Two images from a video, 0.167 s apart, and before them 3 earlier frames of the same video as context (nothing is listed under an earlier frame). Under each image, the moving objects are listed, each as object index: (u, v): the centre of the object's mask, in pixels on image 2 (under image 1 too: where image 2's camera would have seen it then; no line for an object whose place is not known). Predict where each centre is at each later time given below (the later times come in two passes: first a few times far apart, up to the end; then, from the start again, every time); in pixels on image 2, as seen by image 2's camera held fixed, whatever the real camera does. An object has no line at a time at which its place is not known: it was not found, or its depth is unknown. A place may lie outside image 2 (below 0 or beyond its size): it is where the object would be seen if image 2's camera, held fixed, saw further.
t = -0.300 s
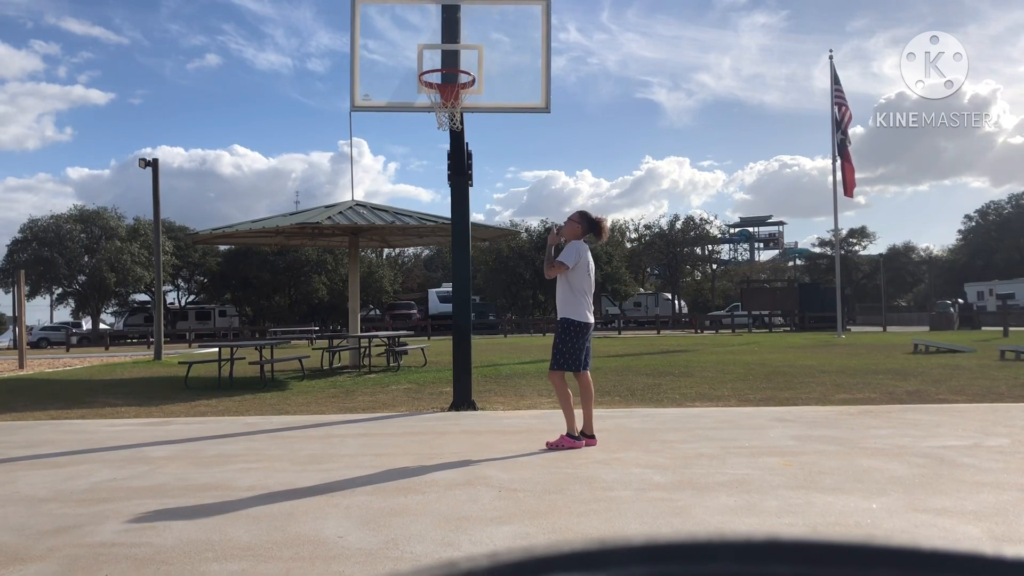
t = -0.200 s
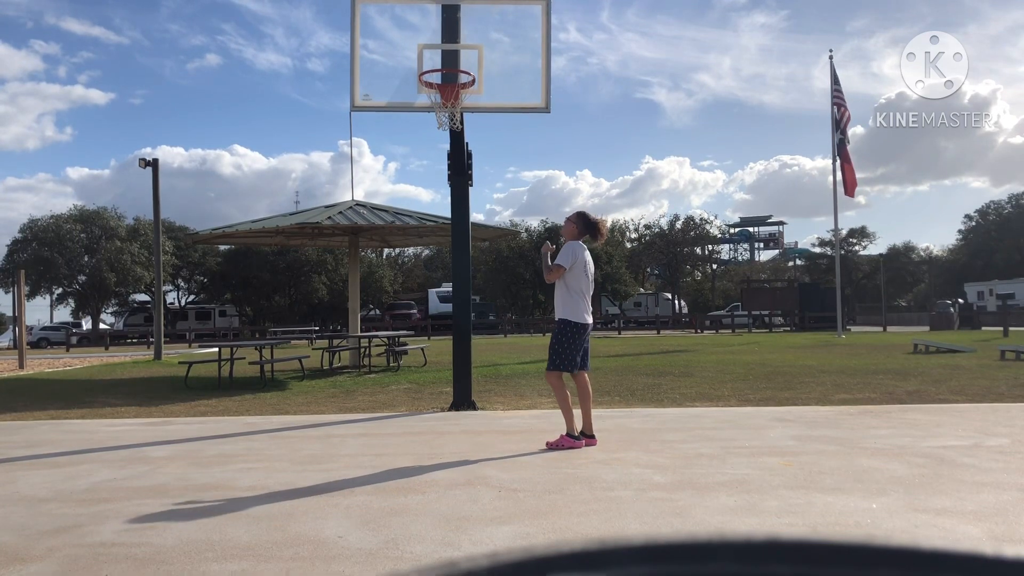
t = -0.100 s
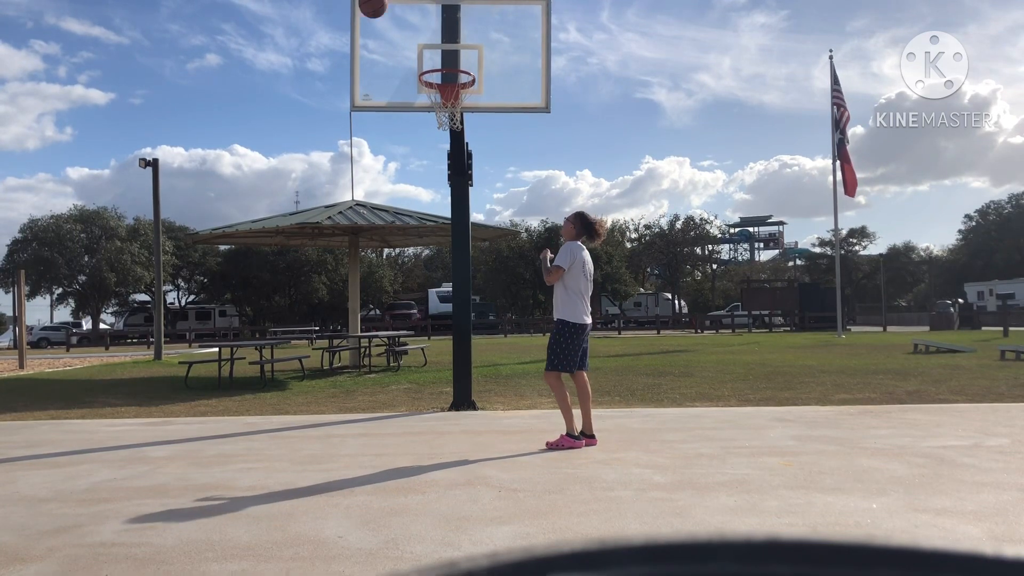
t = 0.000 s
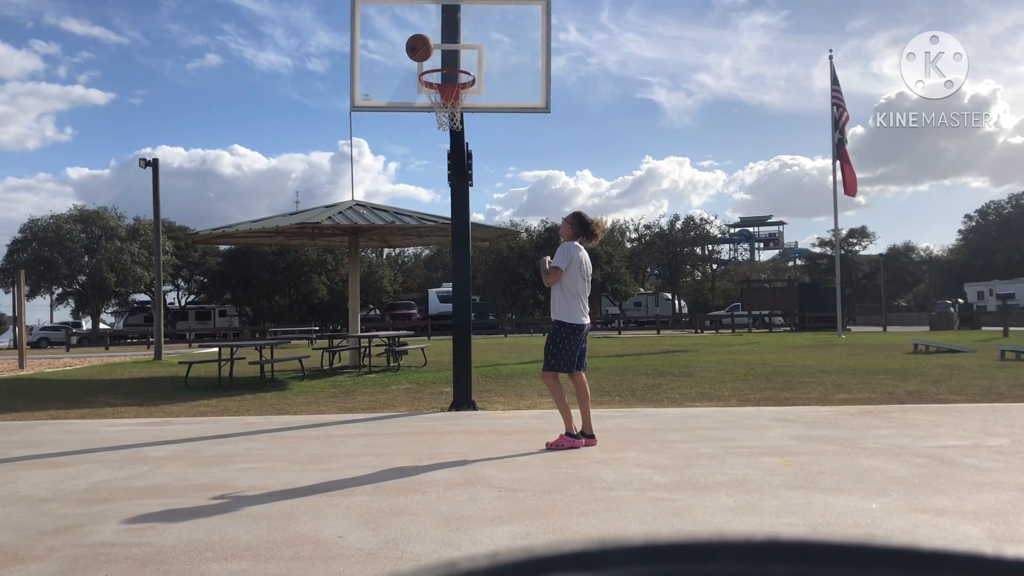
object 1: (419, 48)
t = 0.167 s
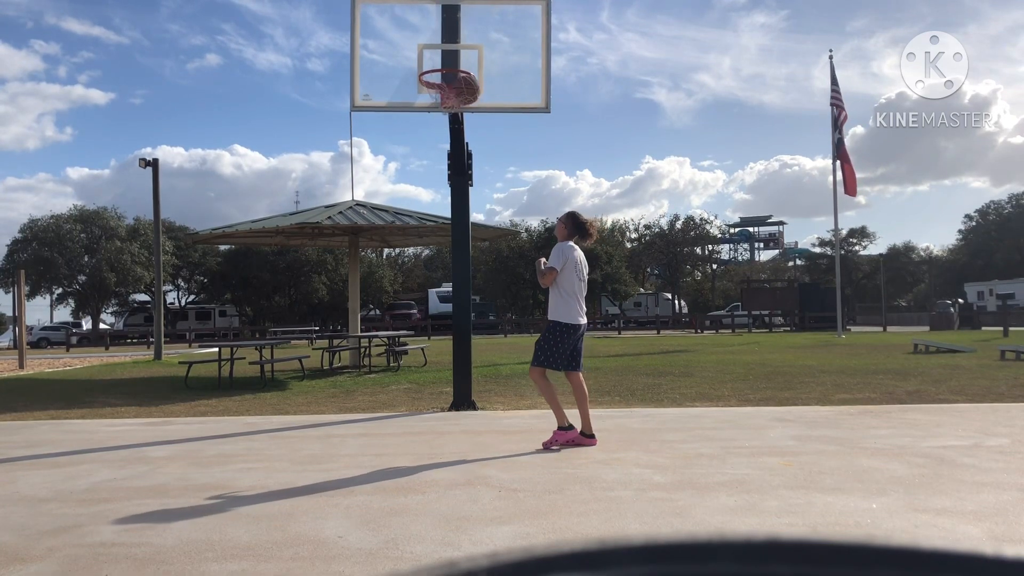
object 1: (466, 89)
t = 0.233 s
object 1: (462, 86)
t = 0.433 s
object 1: (441, 109)
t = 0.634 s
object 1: (433, 158)
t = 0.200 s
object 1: (464, 84)
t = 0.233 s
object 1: (462, 86)
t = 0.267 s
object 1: (461, 83)
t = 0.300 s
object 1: (459, 86)
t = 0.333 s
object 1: (453, 93)
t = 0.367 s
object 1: (447, 99)
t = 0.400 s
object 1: (445, 103)
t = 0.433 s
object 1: (441, 109)
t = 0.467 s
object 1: (436, 113)
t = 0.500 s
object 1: (437, 121)
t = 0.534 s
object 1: (436, 130)
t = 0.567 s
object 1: (436, 137)
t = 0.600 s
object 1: (434, 147)
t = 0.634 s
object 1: (433, 158)
